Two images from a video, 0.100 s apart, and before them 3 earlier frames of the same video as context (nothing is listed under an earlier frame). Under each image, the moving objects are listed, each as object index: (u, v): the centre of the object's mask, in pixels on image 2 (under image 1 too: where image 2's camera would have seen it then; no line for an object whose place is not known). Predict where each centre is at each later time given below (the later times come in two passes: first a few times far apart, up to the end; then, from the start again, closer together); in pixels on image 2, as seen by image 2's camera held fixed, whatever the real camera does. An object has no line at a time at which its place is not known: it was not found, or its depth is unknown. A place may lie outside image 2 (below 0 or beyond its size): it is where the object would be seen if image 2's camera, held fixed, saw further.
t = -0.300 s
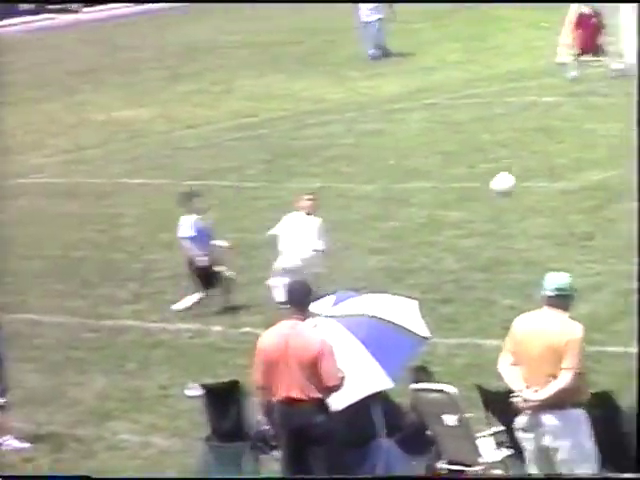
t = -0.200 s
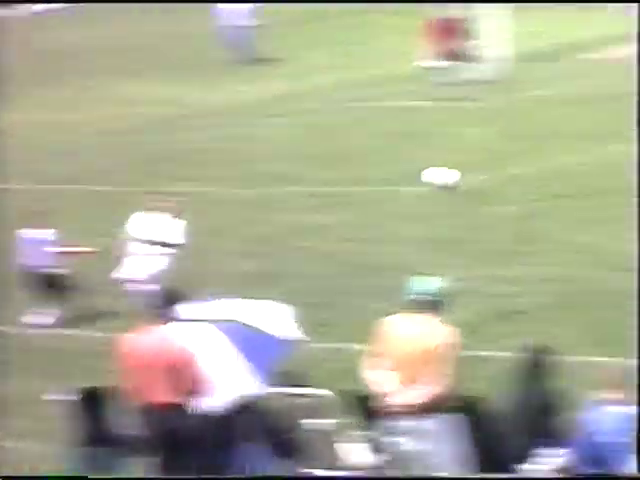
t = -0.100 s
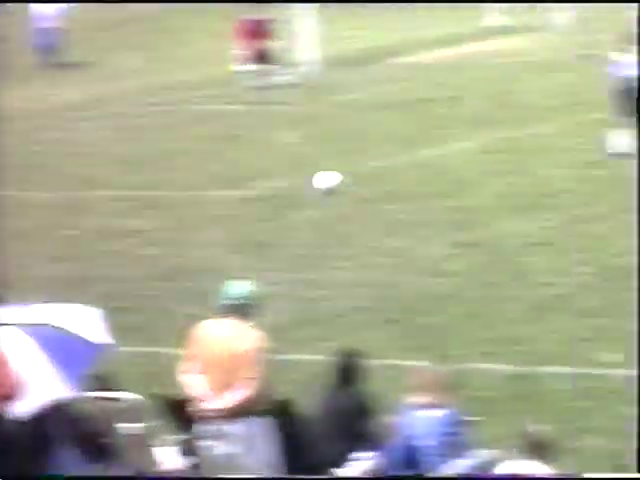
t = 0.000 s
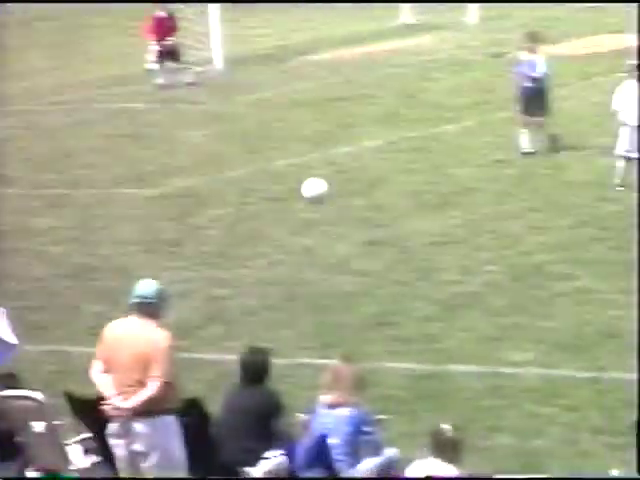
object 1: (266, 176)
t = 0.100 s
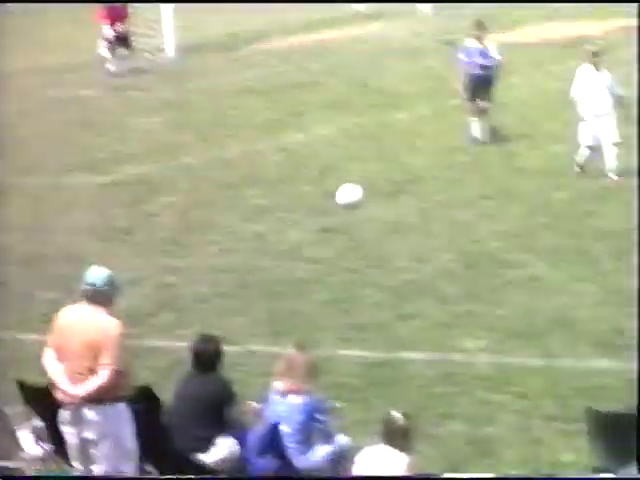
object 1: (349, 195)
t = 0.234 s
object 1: (465, 237)
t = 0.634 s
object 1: (714, 281)
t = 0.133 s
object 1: (376, 204)
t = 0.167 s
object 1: (406, 214)
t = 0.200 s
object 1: (435, 225)
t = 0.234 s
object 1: (465, 237)
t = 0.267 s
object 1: (496, 251)
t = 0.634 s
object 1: (714, 281)
